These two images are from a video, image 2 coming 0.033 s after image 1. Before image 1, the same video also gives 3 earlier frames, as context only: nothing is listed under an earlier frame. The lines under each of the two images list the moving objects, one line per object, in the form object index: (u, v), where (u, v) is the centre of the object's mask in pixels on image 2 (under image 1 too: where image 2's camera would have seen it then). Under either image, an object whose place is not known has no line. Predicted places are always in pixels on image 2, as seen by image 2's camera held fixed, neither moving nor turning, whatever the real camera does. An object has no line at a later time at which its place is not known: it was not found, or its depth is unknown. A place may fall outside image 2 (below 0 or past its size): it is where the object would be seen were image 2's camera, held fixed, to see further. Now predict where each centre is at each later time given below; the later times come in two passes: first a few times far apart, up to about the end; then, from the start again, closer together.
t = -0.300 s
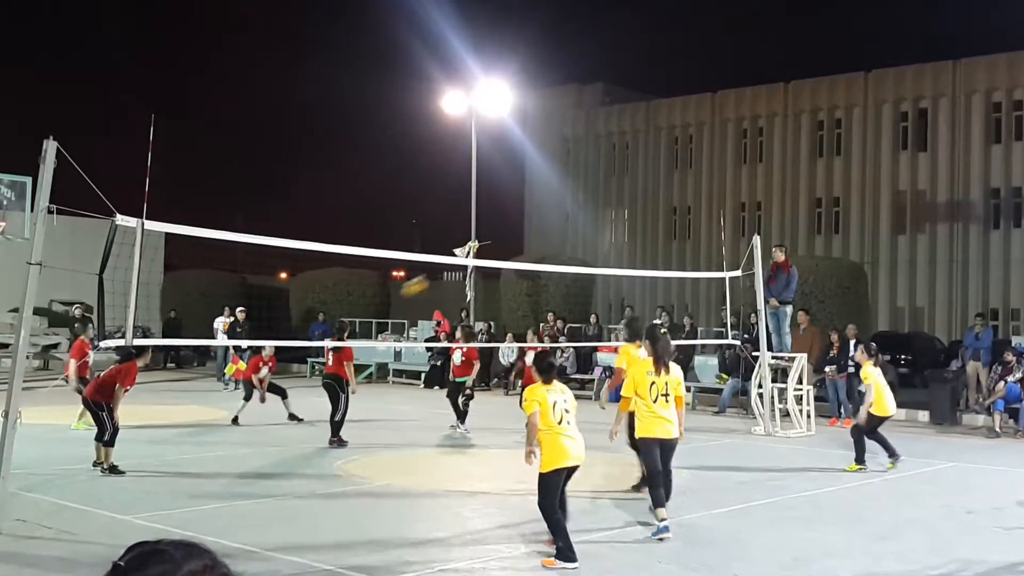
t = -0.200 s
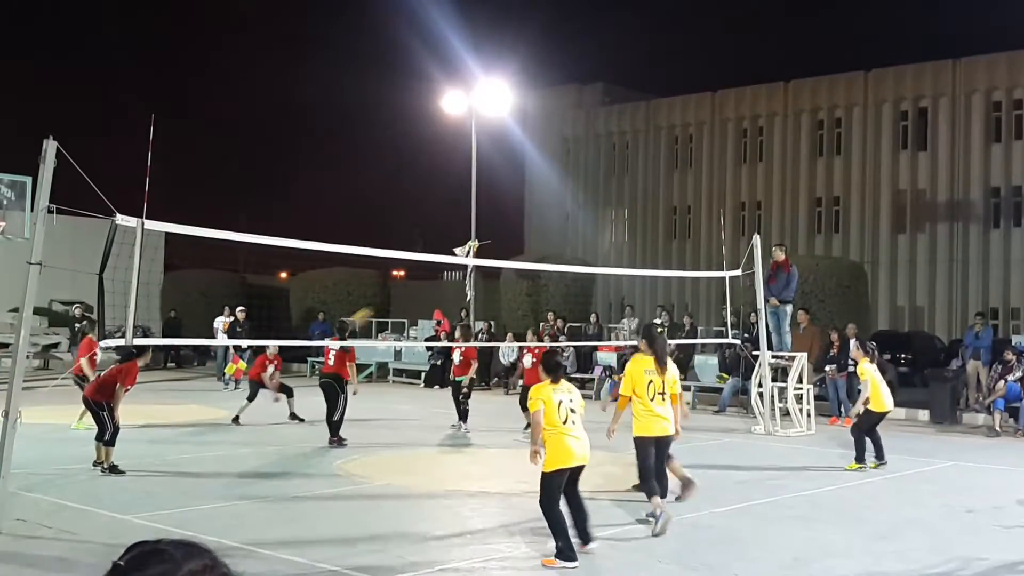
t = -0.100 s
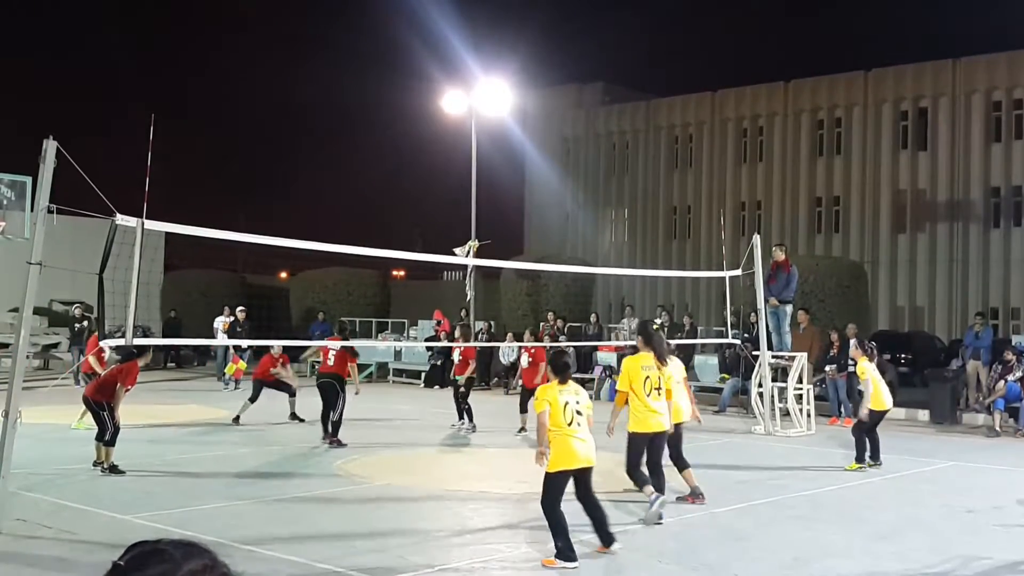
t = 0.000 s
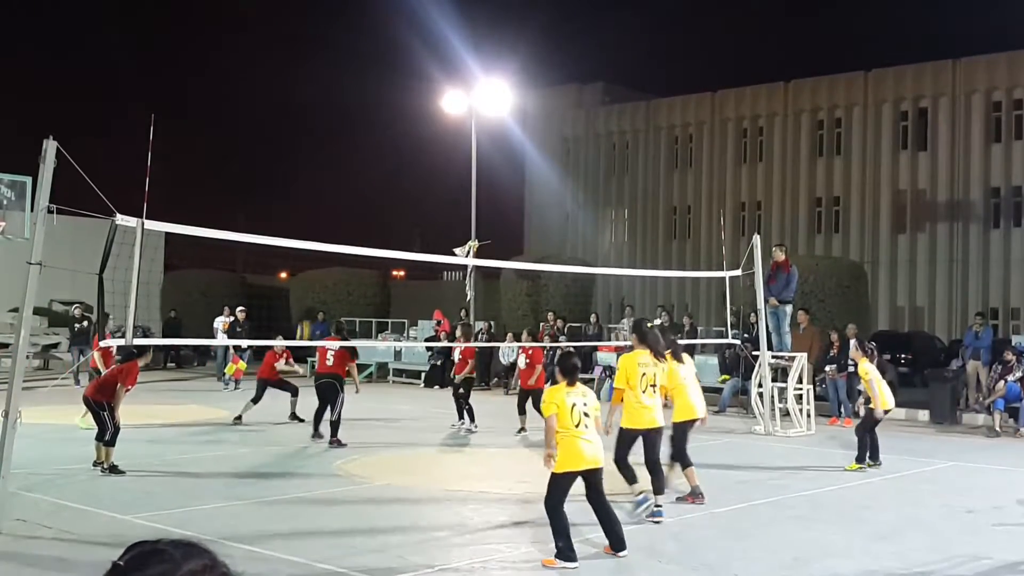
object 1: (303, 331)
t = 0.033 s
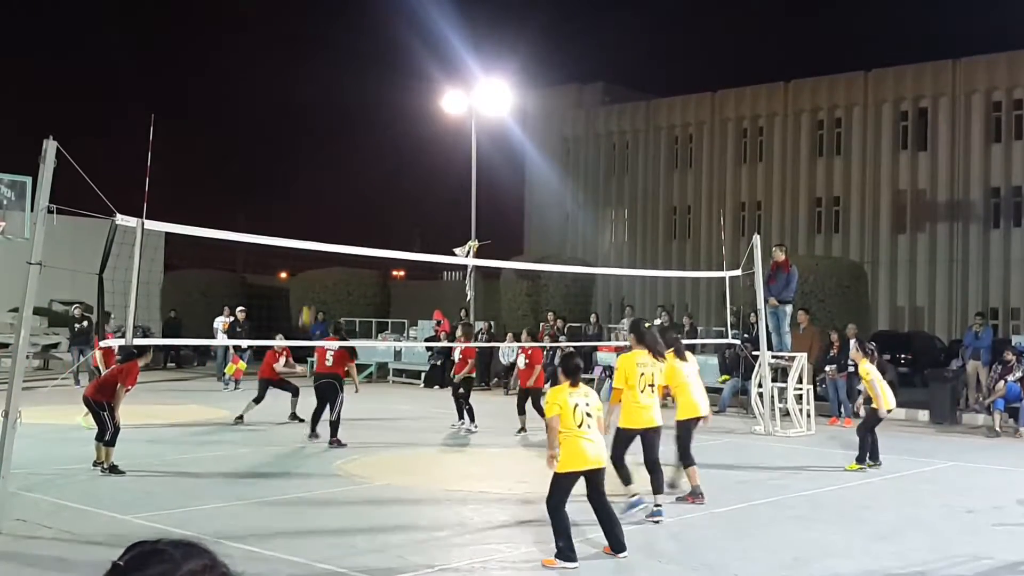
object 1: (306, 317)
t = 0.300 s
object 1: (329, 220)
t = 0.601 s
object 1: (351, 169)
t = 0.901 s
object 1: (371, 177)
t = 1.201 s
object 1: (389, 243)
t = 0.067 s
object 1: (310, 302)
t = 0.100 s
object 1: (313, 288)
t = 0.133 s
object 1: (316, 275)
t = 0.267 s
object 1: (327, 229)
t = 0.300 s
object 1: (329, 220)
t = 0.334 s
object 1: (332, 212)
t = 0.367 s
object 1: (334, 204)
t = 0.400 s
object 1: (337, 197)
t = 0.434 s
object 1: (340, 190)
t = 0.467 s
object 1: (342, 184)
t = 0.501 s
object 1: (344, 179)
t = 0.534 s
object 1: (346, 175)
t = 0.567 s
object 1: (349, 172)
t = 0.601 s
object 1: (351, 169)
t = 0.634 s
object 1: (353, 167)
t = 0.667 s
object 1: (355, 165)
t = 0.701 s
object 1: (358, 164)
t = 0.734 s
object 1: (360, 164)
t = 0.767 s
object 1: (362, 165)
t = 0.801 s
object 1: (364, 167)
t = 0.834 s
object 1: (366, 170)
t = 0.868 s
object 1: (368, 173)
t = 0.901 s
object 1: (371, 177)
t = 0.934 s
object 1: (373, 181)
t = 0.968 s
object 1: (375, 187)
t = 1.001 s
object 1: (377, 193)
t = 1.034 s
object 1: (378, 200)
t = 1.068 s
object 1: (381, 208)
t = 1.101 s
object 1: (383, 217)
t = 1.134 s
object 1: (385, 226)
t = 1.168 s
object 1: (387, 237)
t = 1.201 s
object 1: (389, 243)
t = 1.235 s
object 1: (392, 264)
